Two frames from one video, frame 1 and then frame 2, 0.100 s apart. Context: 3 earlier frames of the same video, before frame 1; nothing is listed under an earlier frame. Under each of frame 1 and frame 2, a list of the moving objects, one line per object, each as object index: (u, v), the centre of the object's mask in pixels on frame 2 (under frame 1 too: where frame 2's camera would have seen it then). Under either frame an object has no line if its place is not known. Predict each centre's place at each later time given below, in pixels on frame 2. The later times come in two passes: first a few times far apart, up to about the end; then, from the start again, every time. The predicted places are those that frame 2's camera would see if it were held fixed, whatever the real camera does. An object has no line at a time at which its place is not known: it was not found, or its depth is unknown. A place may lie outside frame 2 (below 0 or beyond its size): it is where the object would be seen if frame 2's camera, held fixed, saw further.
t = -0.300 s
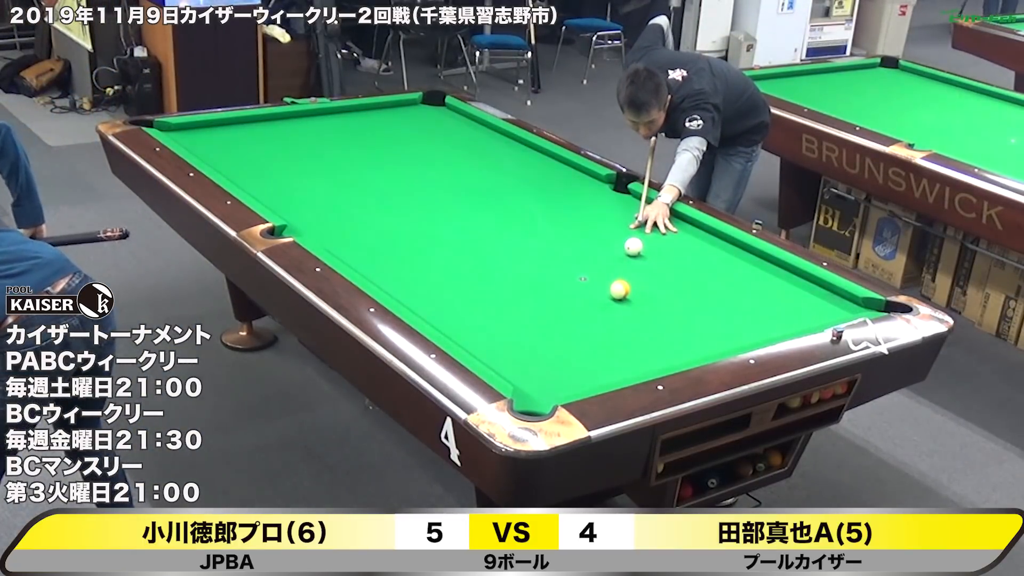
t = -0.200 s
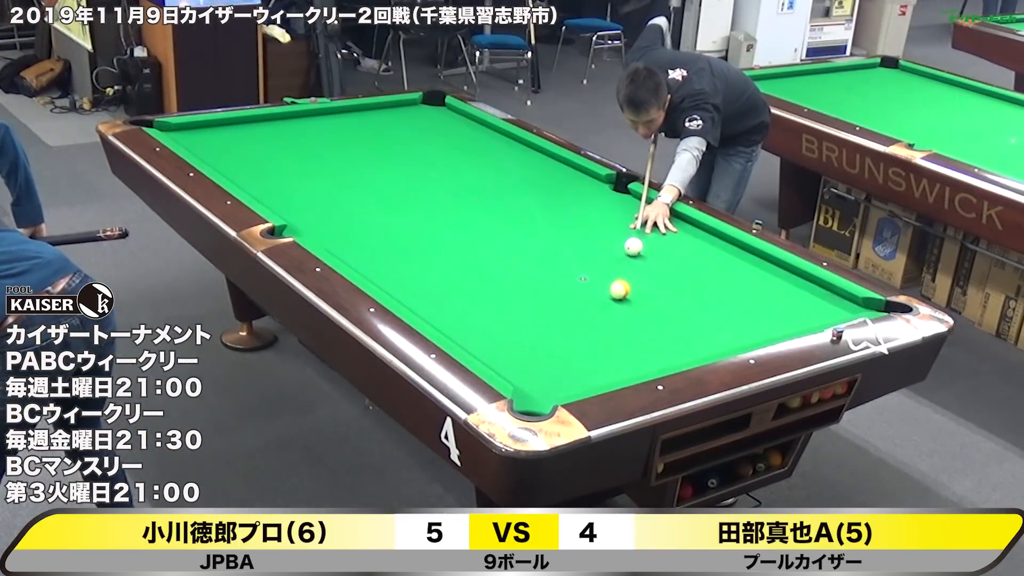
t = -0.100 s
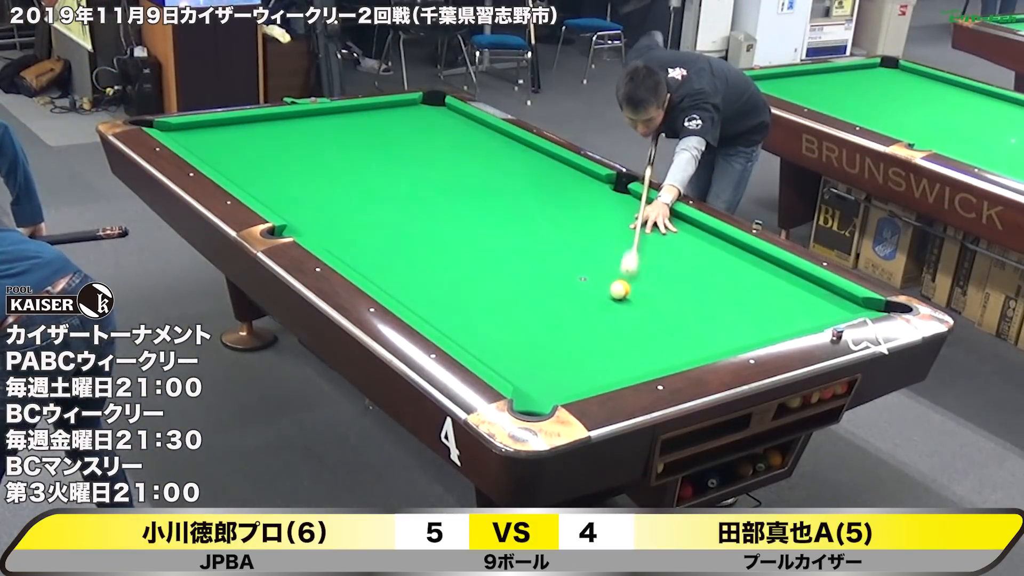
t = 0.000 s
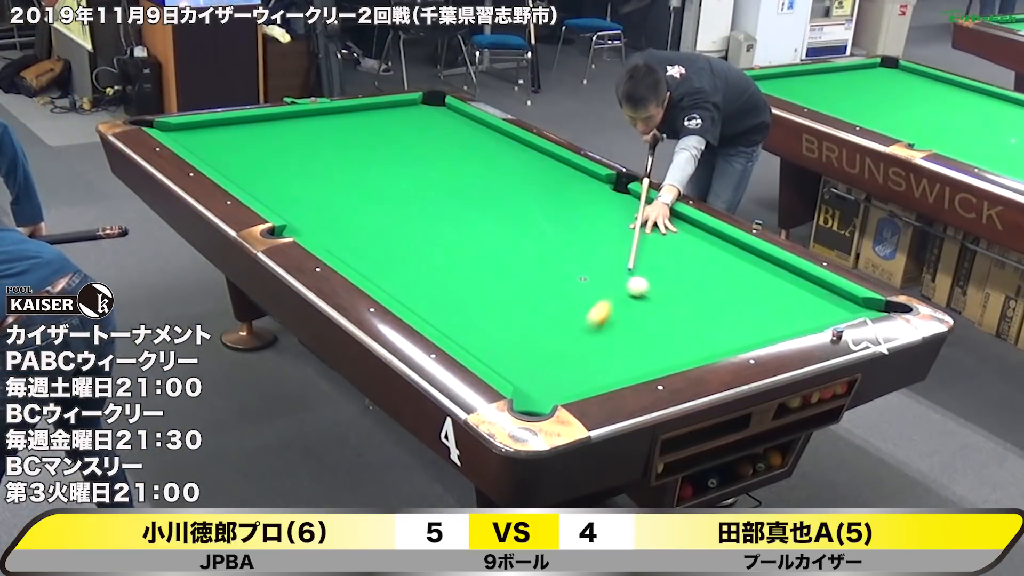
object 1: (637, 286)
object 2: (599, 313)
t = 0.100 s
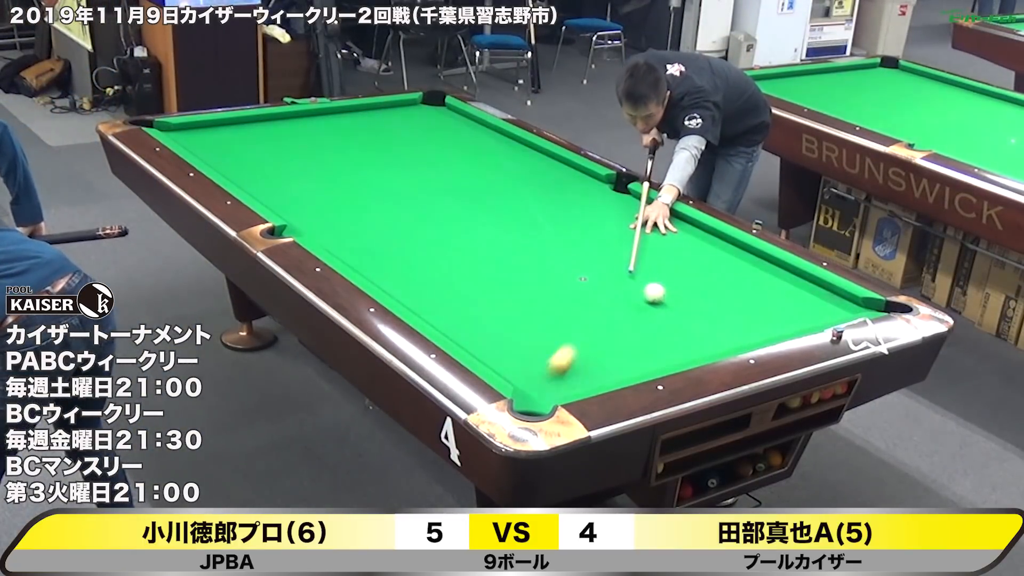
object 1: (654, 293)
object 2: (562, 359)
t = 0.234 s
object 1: (676, 301)
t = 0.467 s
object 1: (715, 315)
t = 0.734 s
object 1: (759, 330)
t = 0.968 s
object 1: (766, 326)
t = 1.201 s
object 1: (761, 315)
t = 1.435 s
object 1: (757, 305)
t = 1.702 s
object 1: (753, 294)
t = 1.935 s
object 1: (750, 286)
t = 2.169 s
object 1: (747, 279)
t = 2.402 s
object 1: (744, 273)
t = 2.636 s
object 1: (742, 267)
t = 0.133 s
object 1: (659, 294)
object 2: (549, 375)
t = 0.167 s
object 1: (665, 296)
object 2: (535, 392)
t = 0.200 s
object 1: (670, 299)
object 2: (525, 405)
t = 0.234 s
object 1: (676, 301)
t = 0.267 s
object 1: (681, 302)
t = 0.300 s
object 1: (687, 305)
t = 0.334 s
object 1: (692, 307)
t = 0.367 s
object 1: (698, 309)
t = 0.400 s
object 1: (704, 311)
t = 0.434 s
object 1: (709, 313)
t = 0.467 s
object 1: (715, 315)
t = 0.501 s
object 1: (720, 317)
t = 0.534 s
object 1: (726, 319)
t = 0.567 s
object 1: (731, 321)
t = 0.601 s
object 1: (737, 323)
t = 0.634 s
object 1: (743, 325)
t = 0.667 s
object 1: (748, 327)
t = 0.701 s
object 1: (754, 329)
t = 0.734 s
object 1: (759, 330)
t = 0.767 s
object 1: (765, 331)
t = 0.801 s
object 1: (769, 332)
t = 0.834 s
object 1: (768, 330)
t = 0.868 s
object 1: (767, 329)
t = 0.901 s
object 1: (767, 328)
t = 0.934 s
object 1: (766, 327)
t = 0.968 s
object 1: (766, 326)
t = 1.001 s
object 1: (765, 324)
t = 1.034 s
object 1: (764, 322)
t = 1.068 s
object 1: (763, 321)
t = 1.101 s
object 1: (762, 319)
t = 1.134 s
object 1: (762, 318)
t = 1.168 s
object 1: (761, 316)
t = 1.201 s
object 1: (761, 315)
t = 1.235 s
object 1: (760, 313)
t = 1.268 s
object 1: (760, 312)
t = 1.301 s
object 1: (759, 311)
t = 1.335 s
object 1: (759, 309)
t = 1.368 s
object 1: (758, 307)
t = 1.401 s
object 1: (758, 306)
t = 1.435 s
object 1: (757, 305)
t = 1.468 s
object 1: (756, 303)
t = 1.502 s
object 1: (756, 302)
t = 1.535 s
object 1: (755, 301)
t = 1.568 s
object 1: (755, 300)
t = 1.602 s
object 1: (754, 298)
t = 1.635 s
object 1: (754, 297)
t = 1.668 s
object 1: (753, 296)
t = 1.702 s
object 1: (753, 294)
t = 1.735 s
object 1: (752, 293)
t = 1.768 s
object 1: (752, 292)
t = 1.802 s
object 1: (751, 291)
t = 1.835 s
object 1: (751, 290)
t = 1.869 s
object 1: (751, 289)
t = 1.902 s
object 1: (750, 288)
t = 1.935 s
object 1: (750, 286)
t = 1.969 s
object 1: (749, 285)
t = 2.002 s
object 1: (749, 284)
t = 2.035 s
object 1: (749, 283)
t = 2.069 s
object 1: (748, 282)
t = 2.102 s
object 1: (748, 281)
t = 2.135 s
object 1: (747, 280)
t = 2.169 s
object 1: (747, 279)
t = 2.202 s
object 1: (746, 278)
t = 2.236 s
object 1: (746, 277)
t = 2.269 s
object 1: (746, 276)
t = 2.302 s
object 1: (745, 276)
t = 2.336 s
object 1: (745, 274)
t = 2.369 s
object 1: (744, 274)
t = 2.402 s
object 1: (744, 273)
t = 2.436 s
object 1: (744, 272)
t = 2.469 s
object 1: (743, 271)
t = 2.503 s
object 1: (743, 270)
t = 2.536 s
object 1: (743, 269)
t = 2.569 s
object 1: (742, 269)
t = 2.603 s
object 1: (742, 268)
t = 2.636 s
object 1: (742, 267)
